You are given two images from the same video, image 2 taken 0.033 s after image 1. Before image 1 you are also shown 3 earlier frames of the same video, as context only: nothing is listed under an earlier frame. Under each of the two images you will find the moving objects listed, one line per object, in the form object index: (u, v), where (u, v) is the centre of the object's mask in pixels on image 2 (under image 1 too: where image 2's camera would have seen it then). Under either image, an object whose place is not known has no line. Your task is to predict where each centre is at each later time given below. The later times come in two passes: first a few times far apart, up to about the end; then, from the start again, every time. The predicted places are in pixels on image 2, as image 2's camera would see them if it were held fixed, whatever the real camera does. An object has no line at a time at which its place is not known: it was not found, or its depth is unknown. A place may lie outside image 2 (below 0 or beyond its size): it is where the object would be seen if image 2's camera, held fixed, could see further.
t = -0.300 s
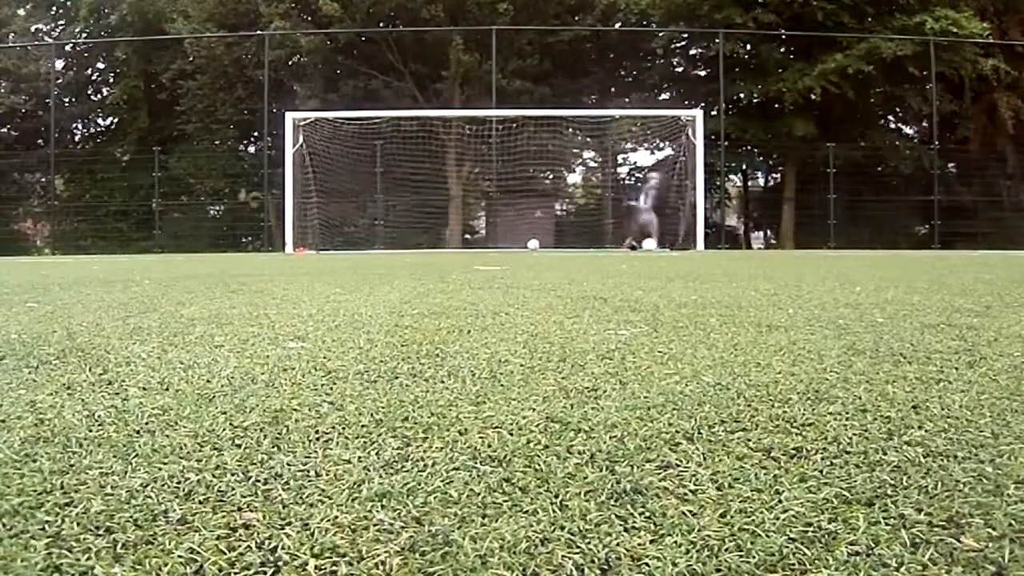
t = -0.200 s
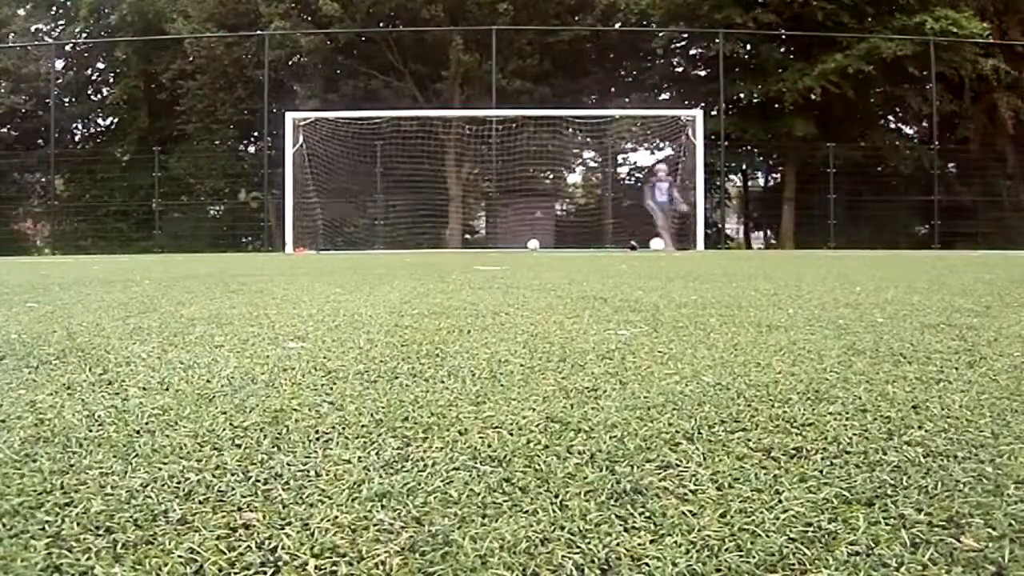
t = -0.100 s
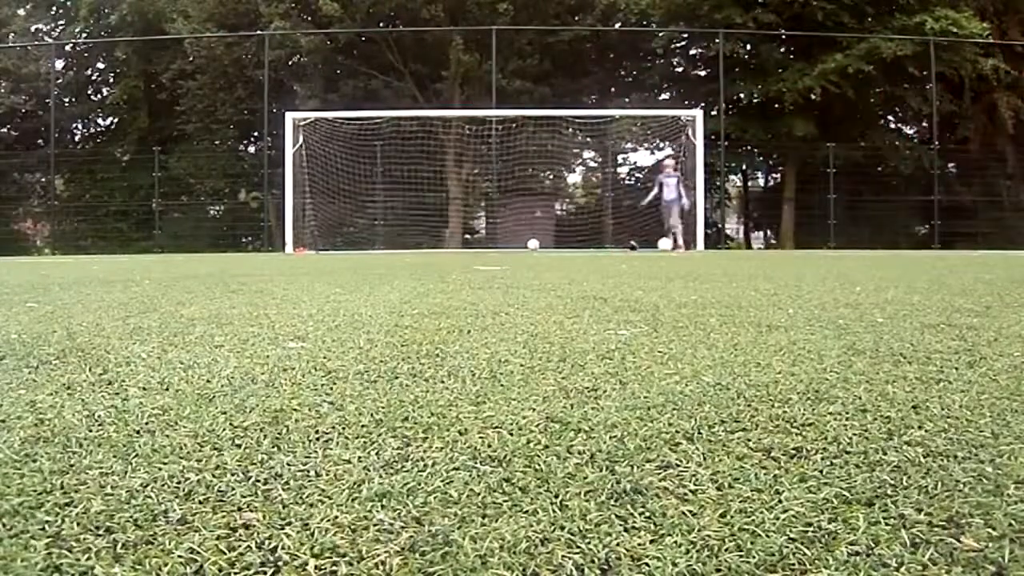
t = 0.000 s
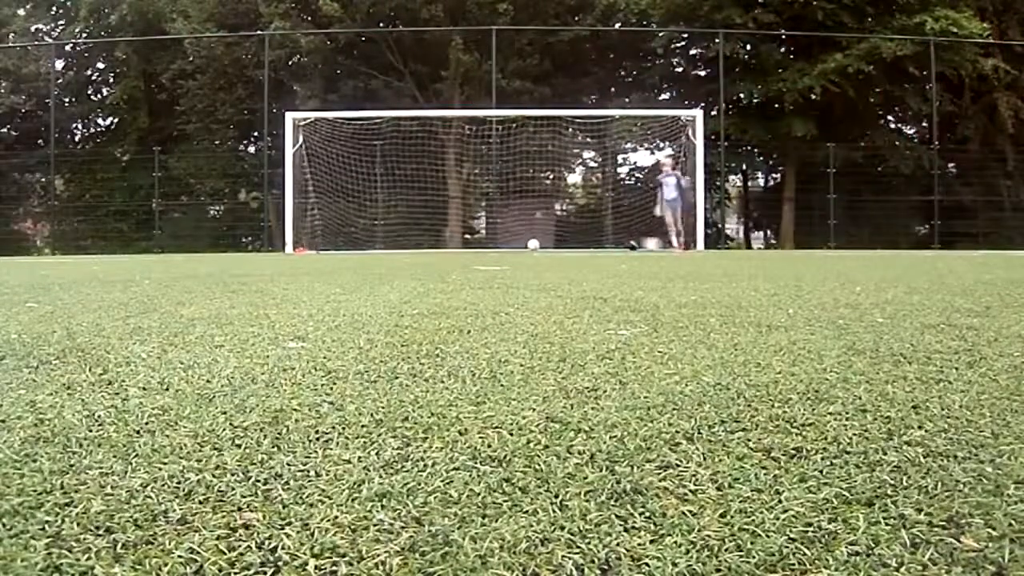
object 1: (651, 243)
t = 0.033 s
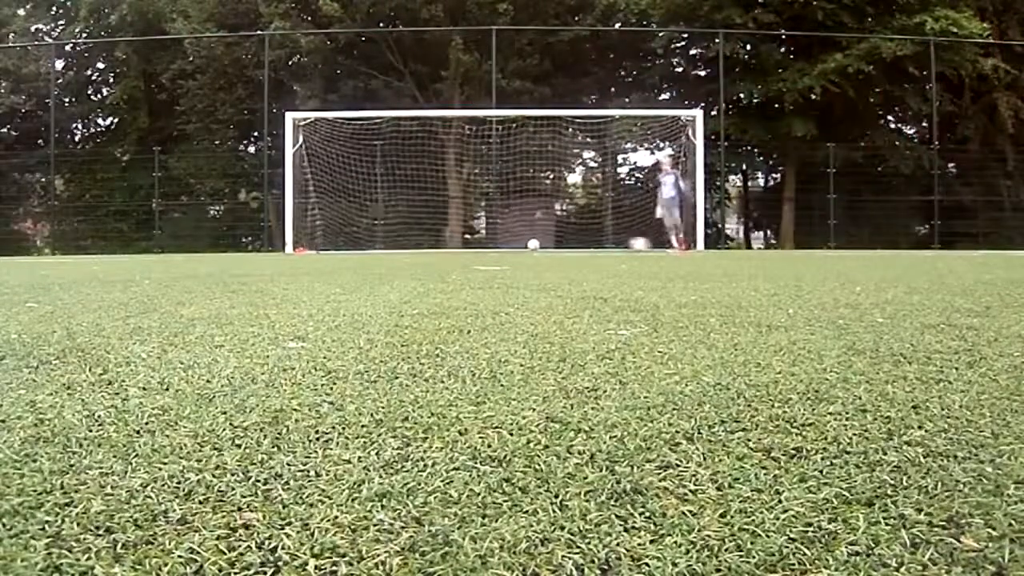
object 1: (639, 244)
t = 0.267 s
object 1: (573, 245)
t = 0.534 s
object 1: (463, 246)
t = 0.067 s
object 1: (628, 244)
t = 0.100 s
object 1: (619, 244)
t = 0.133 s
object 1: (610, 244)
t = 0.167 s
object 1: (602, 244)
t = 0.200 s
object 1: (592, 245)
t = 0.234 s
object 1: (583, 244)
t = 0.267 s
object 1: (573, 245)
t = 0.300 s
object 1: (562, 245)
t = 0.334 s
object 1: (549, 245)
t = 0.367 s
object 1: (537, 245)
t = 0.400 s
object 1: (526, 245)
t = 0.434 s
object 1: (511, 246)
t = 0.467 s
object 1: (497, 247)
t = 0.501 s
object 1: (480, 246)
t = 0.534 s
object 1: (463, 246)
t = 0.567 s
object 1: (446, 246)
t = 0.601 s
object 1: (427, 246)
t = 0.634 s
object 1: (408, 247)
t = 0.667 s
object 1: (389, 248)
